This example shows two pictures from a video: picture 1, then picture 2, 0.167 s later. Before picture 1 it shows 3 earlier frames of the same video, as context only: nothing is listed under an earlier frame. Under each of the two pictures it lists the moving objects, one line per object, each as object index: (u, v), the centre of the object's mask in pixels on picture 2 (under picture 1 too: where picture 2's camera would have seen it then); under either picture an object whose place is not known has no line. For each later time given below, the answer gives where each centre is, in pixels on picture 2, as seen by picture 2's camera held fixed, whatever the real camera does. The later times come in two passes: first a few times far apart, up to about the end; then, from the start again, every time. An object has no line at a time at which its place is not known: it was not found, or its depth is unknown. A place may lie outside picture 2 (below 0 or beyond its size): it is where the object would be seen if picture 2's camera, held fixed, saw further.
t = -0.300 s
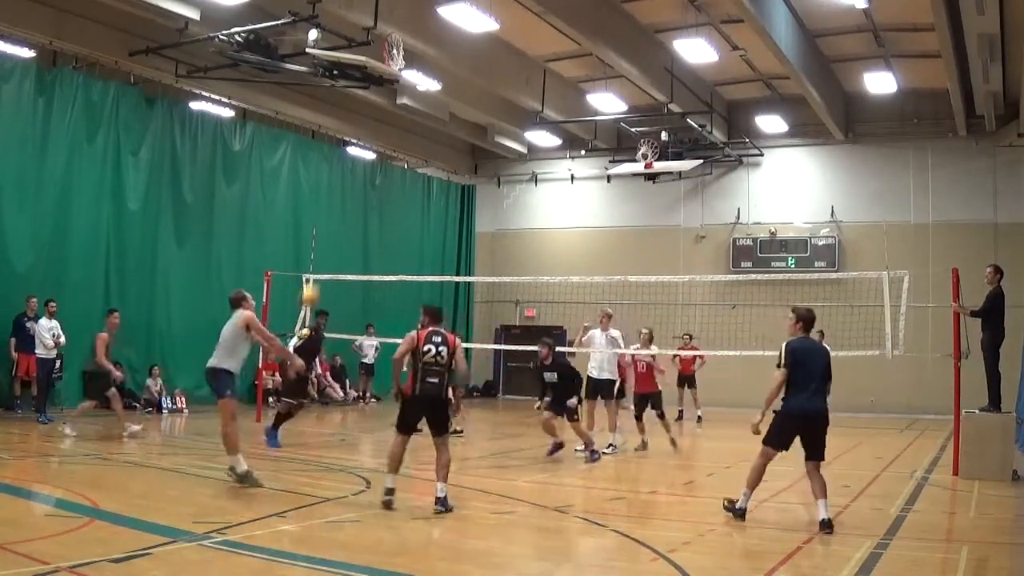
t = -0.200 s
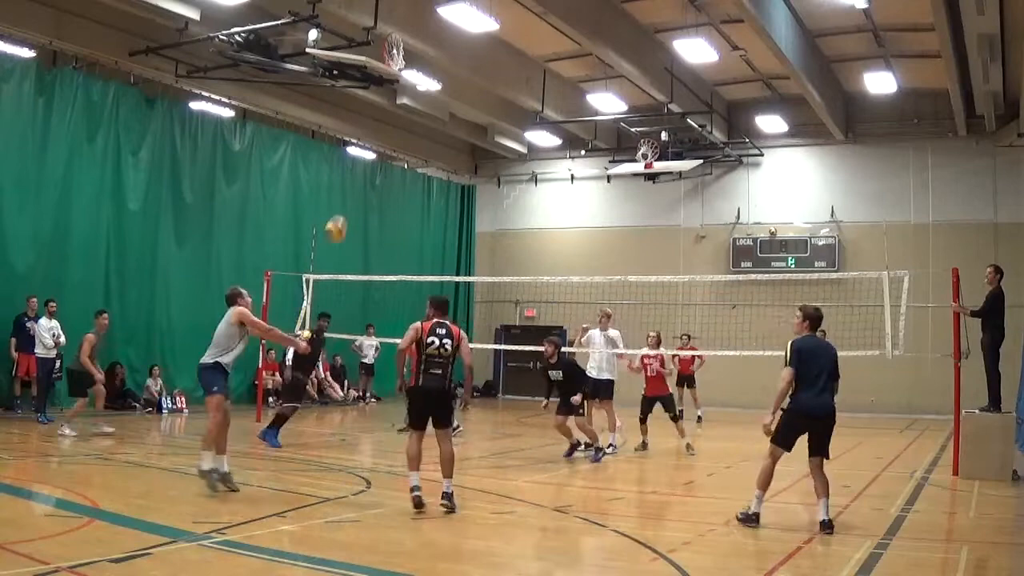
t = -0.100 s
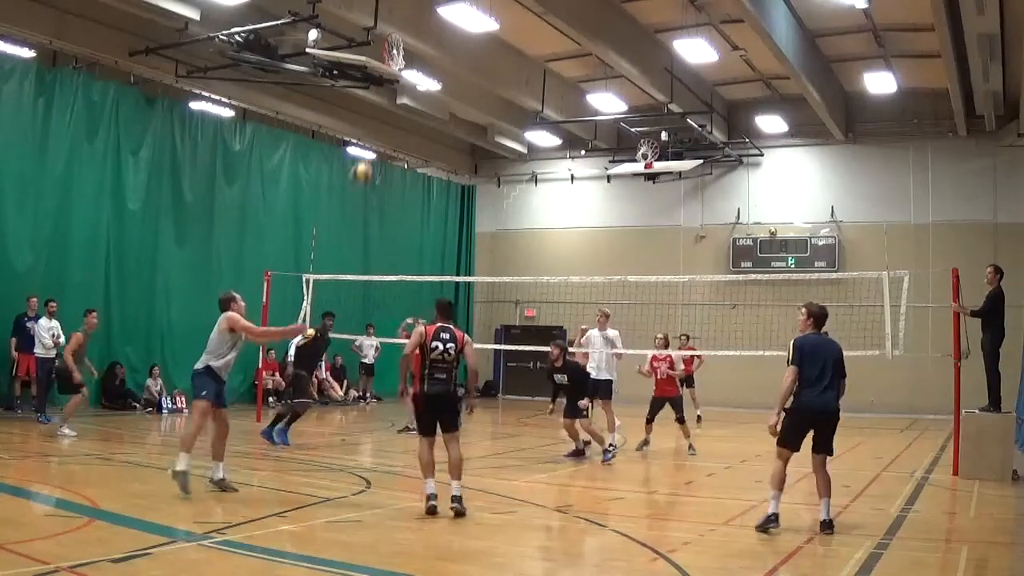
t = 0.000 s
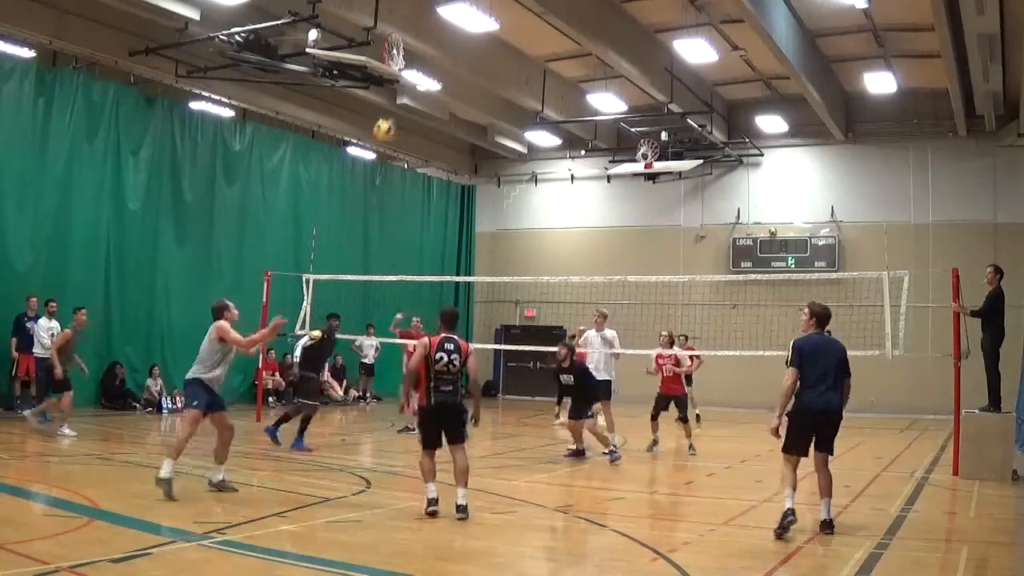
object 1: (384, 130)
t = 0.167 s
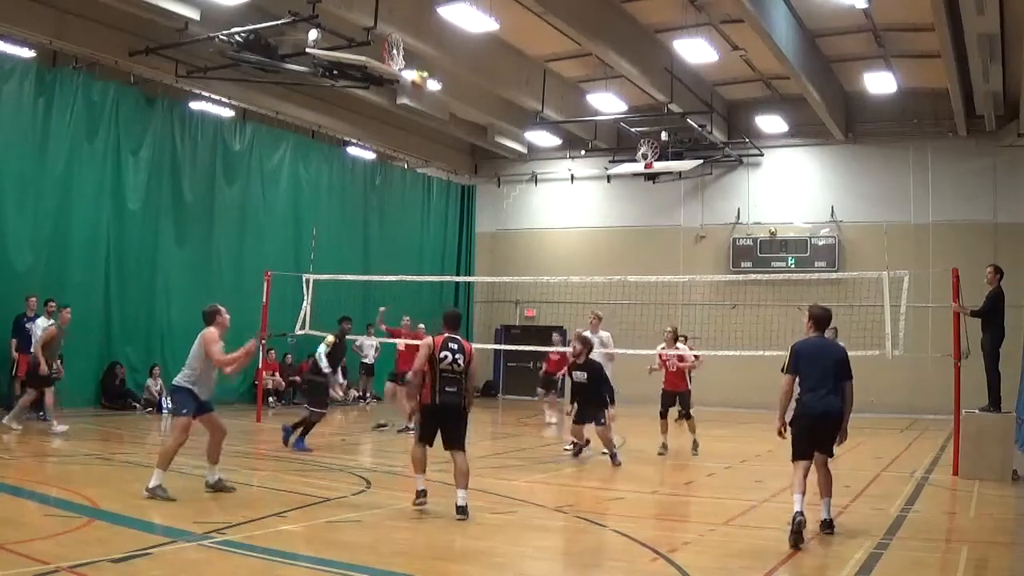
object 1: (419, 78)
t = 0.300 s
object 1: (444, 61)
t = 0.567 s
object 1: (491, 68)
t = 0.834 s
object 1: (529, 134)
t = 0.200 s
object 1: (426, 73)
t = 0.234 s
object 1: (433, 68)
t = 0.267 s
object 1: (438, 64)
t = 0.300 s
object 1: (444, 61)
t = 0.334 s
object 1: (451, 57)
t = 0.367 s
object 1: (455, 56)
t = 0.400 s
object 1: (462, 57)
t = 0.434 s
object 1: (468, 57)
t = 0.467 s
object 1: (473, 60)
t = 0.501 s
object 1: (479, 61)
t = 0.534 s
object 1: (485, 65)
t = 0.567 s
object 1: (491, 68)
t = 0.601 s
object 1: (495, 74)
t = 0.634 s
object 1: (500, 80)
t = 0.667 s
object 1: (505, 87)
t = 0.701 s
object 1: (510, 93)
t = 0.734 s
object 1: (515, 105)
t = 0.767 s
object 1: (521, 112)
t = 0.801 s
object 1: (524, 123)
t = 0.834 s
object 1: (529, 134)
